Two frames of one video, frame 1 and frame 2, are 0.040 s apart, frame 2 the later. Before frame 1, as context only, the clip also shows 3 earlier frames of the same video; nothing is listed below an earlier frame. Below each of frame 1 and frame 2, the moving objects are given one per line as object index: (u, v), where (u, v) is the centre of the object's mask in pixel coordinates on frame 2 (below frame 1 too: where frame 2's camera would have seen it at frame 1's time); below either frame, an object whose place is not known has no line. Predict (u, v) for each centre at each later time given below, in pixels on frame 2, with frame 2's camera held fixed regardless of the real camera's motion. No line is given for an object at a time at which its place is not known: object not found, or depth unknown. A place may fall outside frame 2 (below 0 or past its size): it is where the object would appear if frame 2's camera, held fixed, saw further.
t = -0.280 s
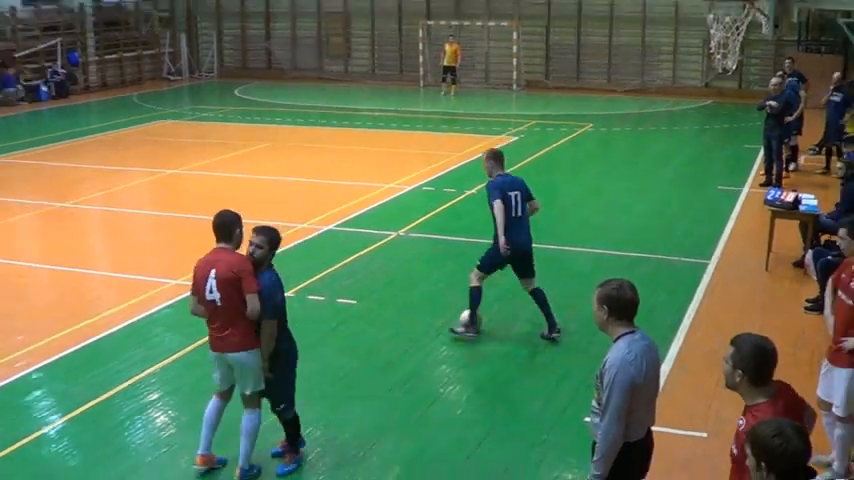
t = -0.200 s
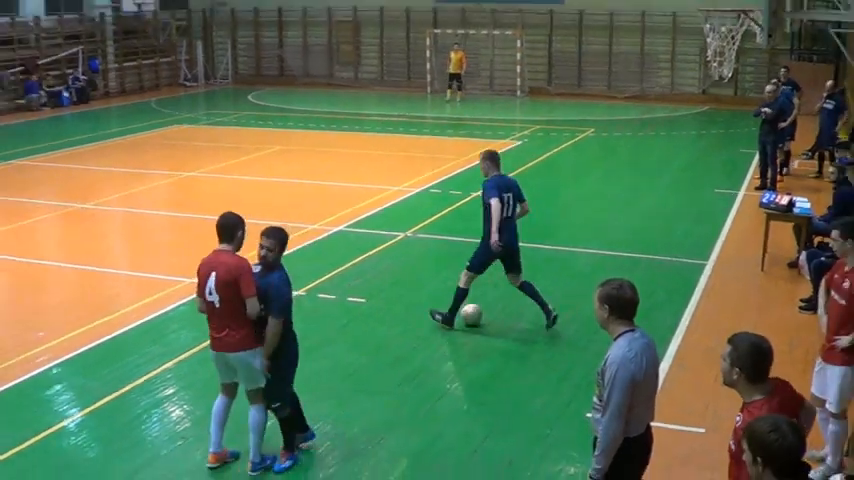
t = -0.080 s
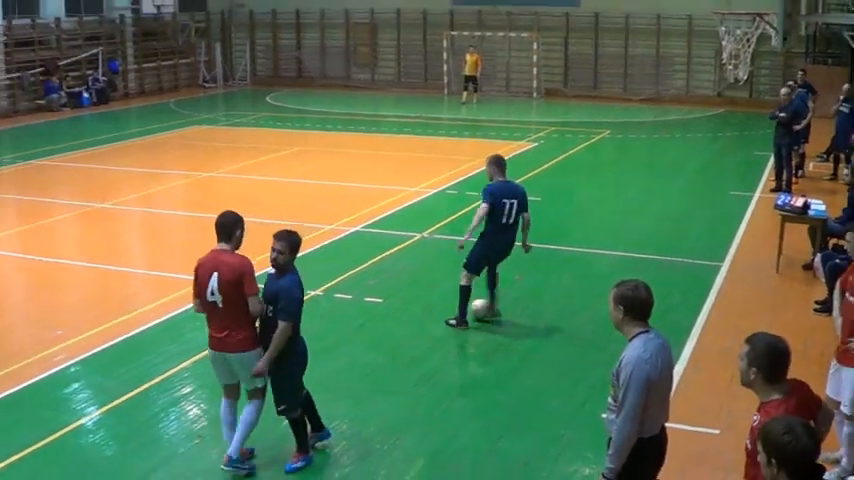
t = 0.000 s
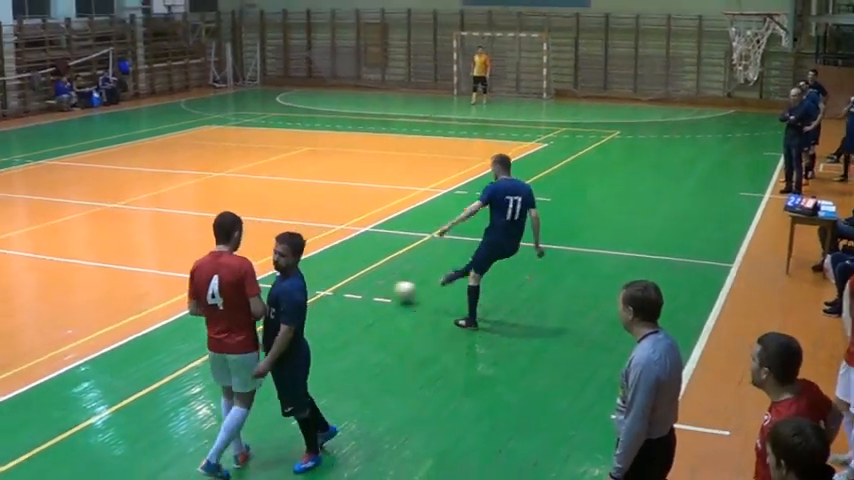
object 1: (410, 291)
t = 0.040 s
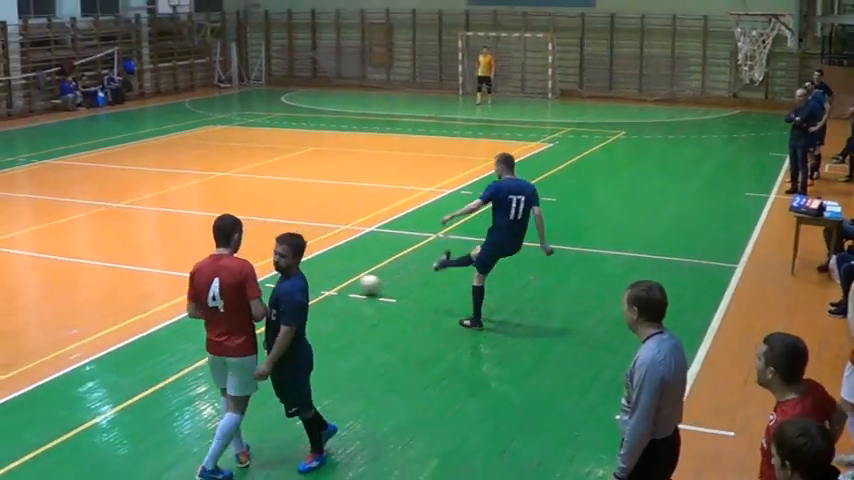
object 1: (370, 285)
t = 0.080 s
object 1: (333, 277)
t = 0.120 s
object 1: (301, 270)
